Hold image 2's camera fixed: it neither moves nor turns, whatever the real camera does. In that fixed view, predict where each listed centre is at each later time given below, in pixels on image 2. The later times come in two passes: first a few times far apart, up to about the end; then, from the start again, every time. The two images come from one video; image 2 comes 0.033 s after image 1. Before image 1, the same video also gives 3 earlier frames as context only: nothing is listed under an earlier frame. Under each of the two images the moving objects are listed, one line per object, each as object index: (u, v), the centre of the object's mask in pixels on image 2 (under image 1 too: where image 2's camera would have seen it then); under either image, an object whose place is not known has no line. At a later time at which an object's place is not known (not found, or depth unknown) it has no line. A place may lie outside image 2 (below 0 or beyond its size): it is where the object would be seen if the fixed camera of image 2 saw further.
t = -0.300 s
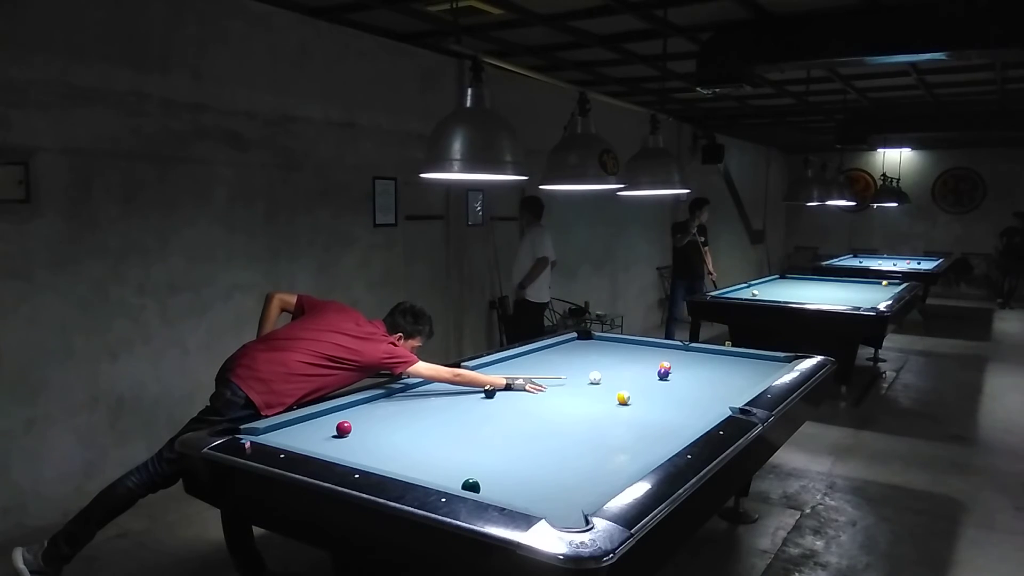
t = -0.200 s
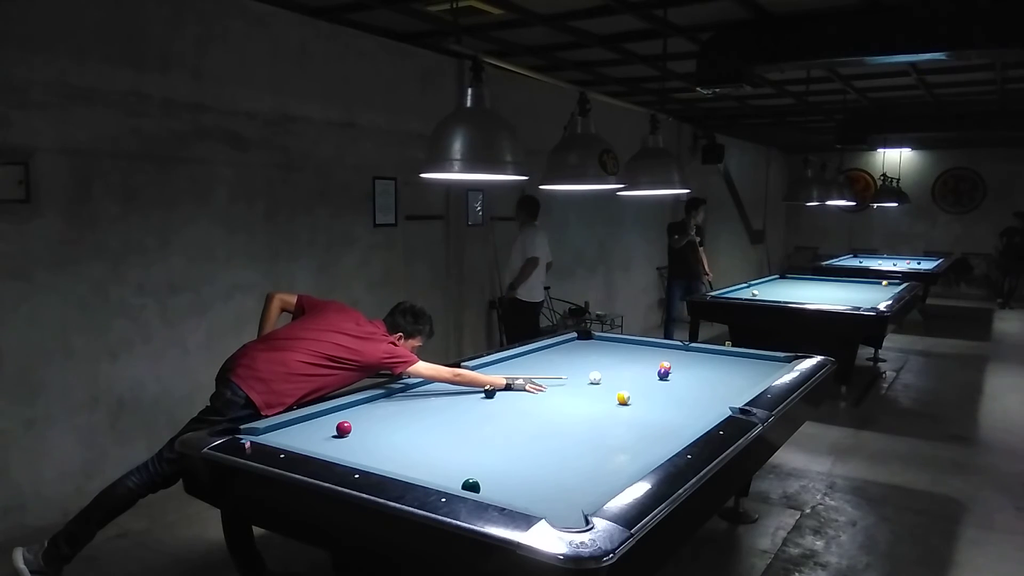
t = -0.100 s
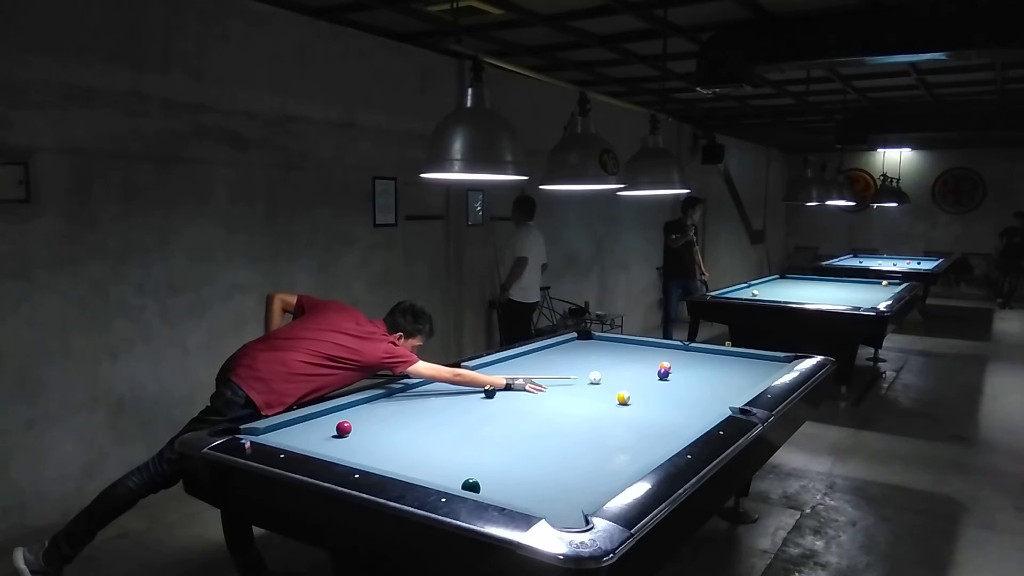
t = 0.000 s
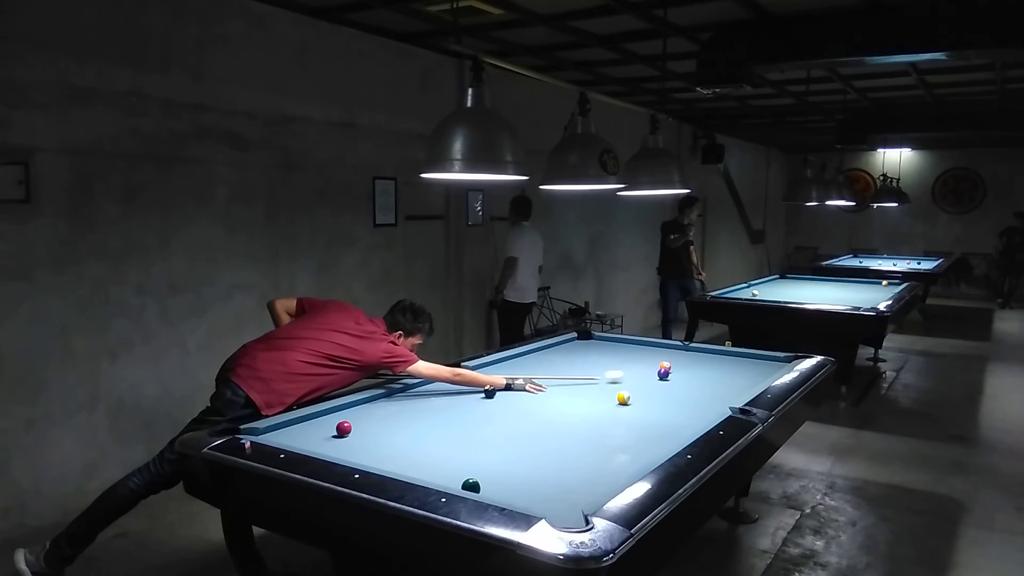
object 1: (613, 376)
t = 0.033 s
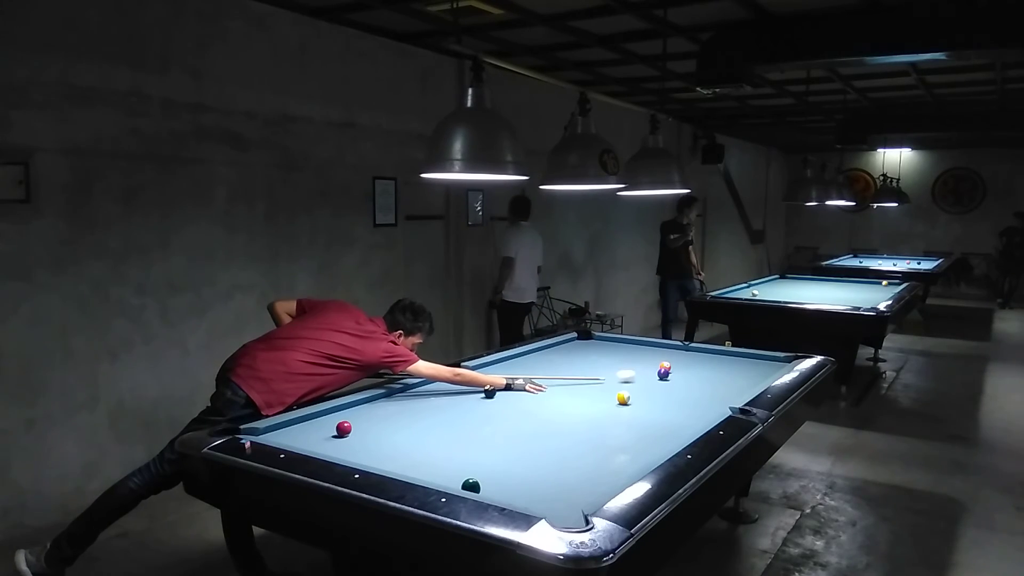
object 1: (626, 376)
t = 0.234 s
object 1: (663, 376)
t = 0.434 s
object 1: (681, 378)
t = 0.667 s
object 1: (702, 379)
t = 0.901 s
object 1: (723, 381)
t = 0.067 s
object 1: (637, 375)
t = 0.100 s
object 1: (647, 375)
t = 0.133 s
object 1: (654, 375)
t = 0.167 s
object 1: (656, 375)
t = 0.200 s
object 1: (659, 375)
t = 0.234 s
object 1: (663, 376)
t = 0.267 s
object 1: (666, 376)
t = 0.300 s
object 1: (669, 376)
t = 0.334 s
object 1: (672, 377)
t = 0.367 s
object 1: (675, 377)
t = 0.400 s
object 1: (678, 377)
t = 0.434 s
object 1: (681, 378)
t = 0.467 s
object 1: (684, 378)
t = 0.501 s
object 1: (687, 378)
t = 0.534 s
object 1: (690, 378)
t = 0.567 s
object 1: (693, 379)
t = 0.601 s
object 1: (696, 379)
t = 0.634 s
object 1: (699, 379)
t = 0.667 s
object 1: (702, 379)
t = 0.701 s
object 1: (705, 379)
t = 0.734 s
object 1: (708, 380)
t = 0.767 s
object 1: (711, 380)
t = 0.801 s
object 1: (714, 380)
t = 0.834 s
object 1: (717, 381)
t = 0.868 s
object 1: (720, 381)
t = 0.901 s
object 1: (723, 381)
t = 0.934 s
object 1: (726, 382)
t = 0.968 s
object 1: (728, 382)
